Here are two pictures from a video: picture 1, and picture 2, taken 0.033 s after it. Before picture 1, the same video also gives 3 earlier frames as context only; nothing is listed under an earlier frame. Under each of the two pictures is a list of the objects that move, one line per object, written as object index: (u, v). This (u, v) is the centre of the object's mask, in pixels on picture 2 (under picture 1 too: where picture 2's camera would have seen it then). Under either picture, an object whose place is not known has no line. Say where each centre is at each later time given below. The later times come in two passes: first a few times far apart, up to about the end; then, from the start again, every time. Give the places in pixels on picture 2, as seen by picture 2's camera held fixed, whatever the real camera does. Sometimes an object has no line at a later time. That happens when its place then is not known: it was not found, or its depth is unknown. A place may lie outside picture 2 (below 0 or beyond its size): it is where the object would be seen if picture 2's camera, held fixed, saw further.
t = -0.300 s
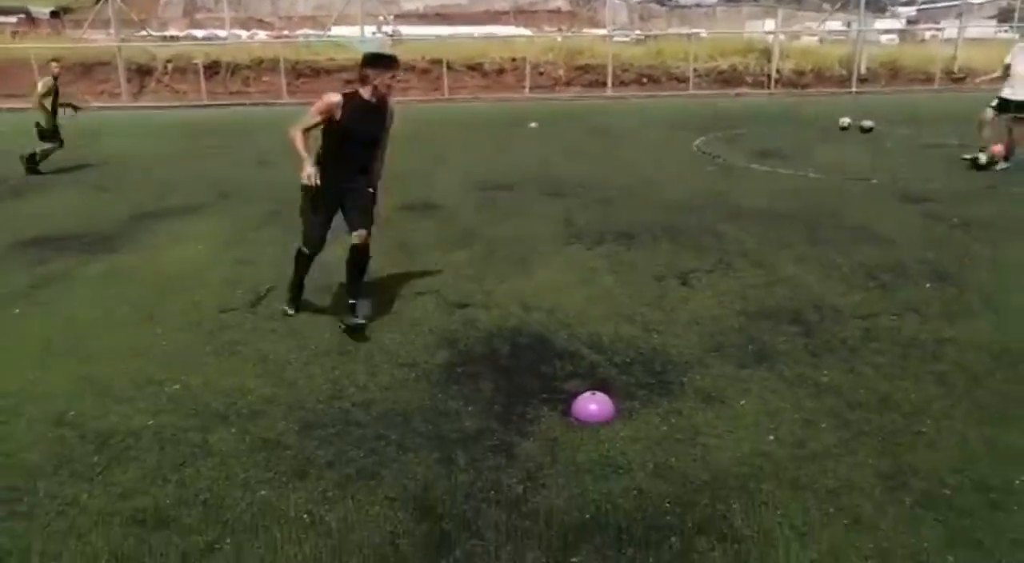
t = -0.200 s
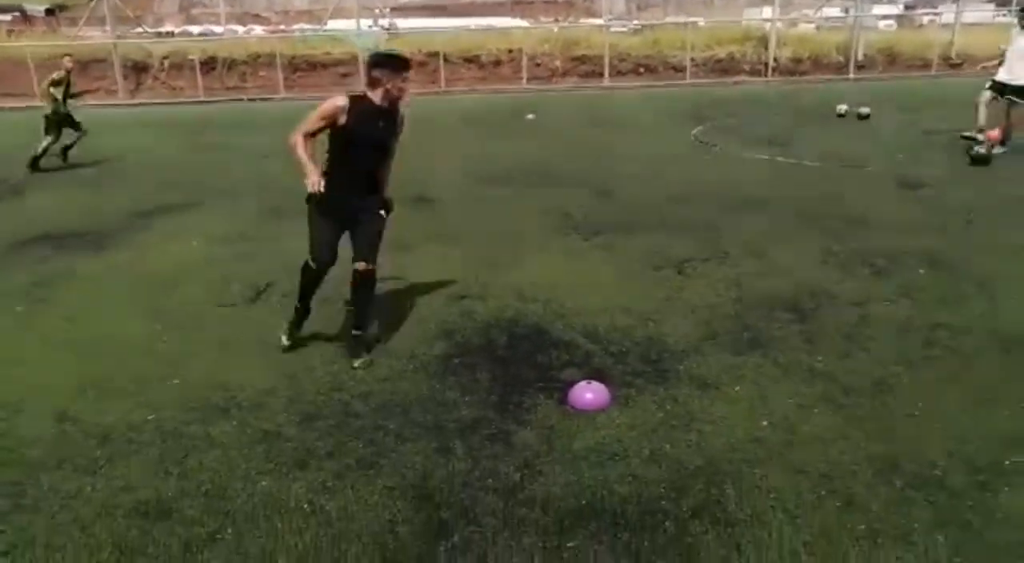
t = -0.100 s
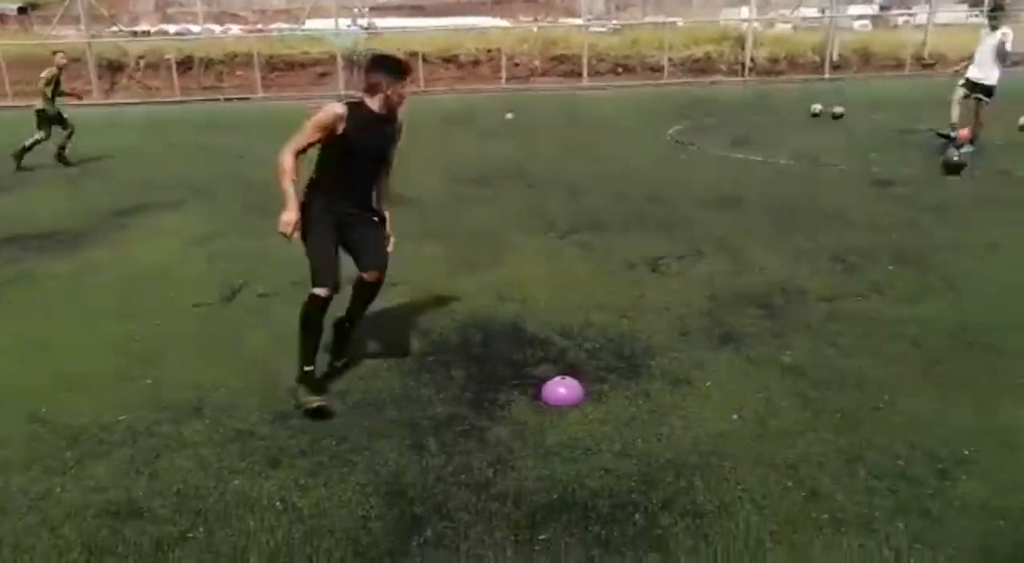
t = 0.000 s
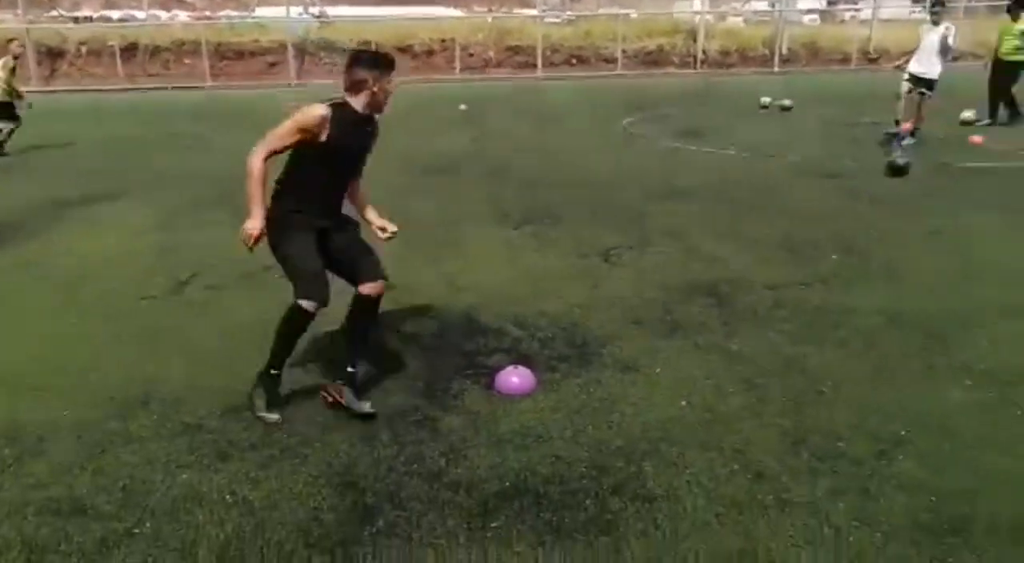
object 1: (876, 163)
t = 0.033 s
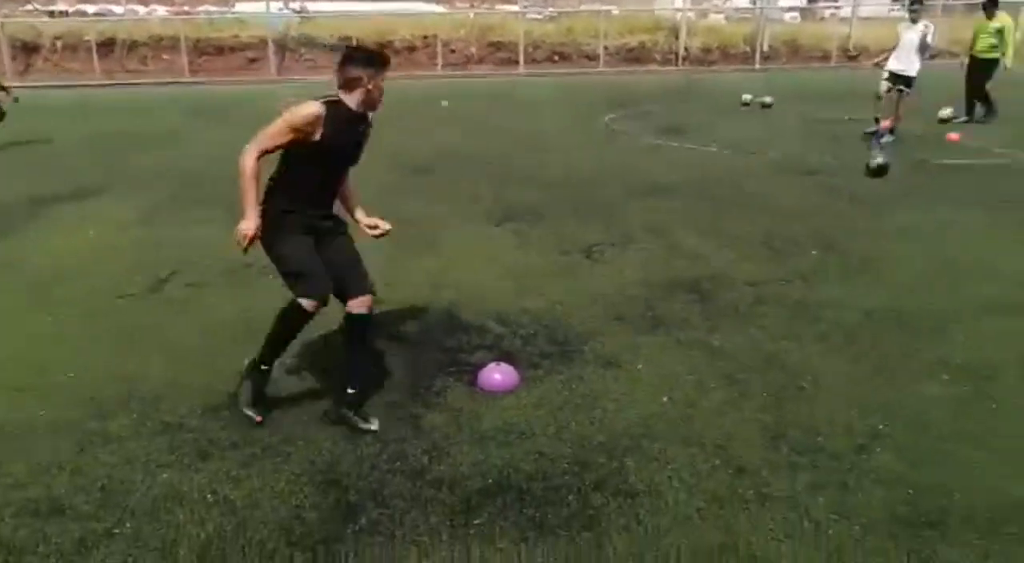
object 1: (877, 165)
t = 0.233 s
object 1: (881, 186)
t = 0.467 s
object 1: (892, 220)
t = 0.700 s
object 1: (907, 259)
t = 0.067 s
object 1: (878, 168)
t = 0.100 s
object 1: (878, 171)
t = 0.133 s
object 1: (878, 176)
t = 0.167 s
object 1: (879, 179)
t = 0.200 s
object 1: (881, 182)
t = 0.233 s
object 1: (881, 186)
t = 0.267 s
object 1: (883, 191)
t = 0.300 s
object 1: (885, 195)
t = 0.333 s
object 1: (886, 200)
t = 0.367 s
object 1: (888, 204)
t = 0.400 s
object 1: (889, 208)
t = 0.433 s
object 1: (891, 212)
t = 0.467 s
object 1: (892, 220)
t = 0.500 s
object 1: (894, 222)
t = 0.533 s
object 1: (896, 229)
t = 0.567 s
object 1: (898, 234)
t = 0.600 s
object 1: (900, 240)
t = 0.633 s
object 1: (902, 247)
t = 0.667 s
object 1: (905, 253)
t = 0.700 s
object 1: (907, 259)
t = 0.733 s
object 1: (910, 266)
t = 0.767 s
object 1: (913, 275)
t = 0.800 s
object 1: (916, 283)
